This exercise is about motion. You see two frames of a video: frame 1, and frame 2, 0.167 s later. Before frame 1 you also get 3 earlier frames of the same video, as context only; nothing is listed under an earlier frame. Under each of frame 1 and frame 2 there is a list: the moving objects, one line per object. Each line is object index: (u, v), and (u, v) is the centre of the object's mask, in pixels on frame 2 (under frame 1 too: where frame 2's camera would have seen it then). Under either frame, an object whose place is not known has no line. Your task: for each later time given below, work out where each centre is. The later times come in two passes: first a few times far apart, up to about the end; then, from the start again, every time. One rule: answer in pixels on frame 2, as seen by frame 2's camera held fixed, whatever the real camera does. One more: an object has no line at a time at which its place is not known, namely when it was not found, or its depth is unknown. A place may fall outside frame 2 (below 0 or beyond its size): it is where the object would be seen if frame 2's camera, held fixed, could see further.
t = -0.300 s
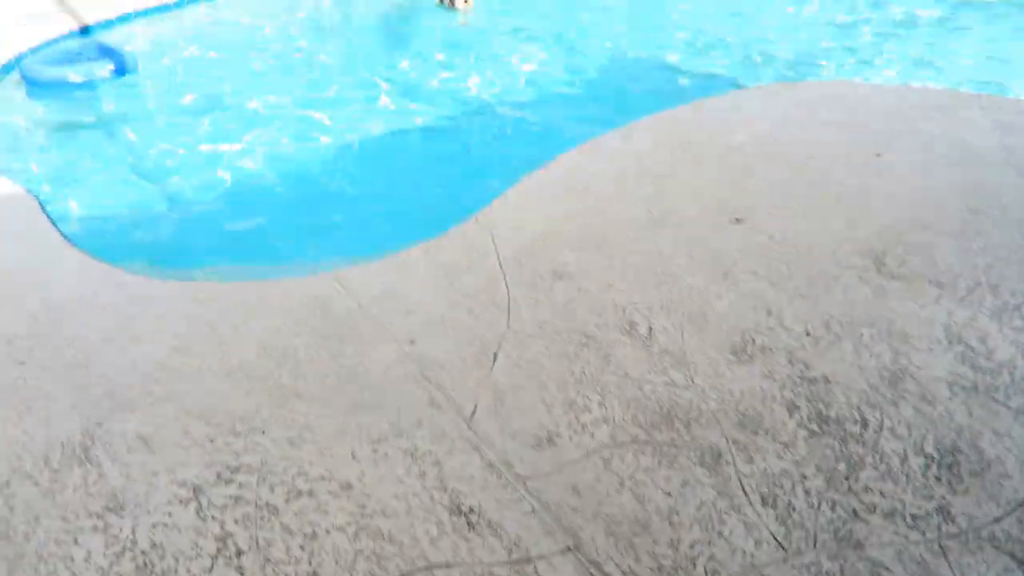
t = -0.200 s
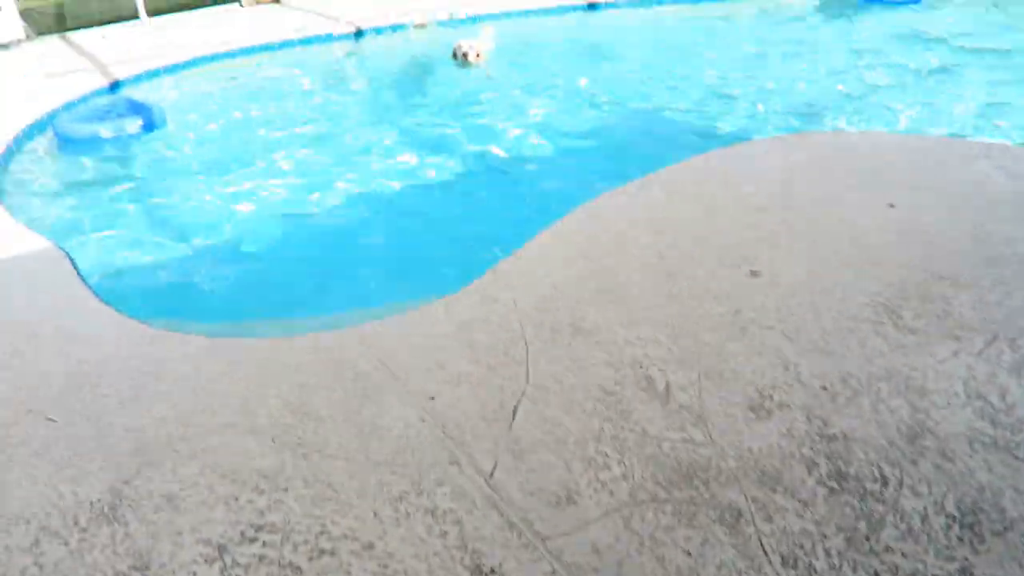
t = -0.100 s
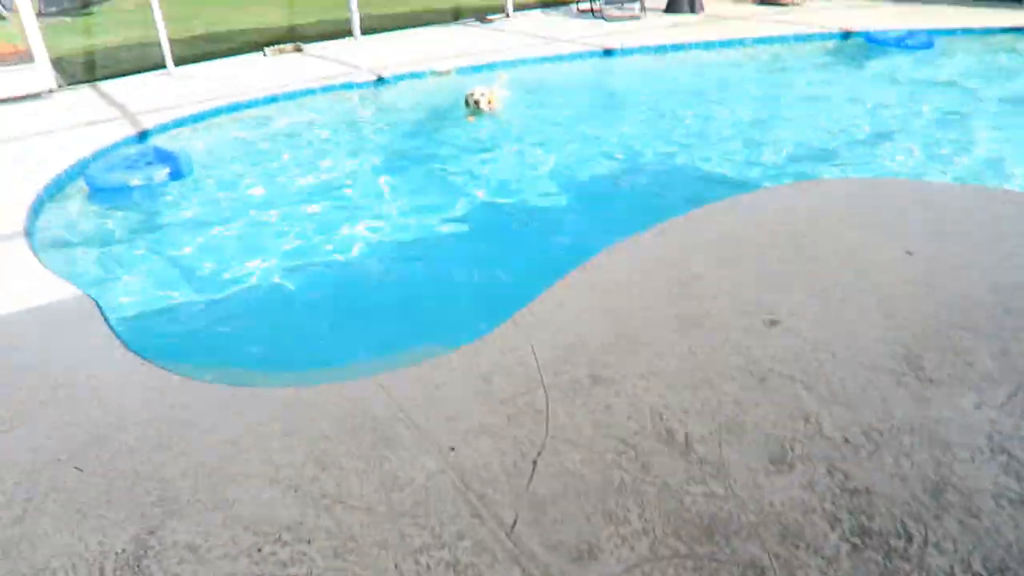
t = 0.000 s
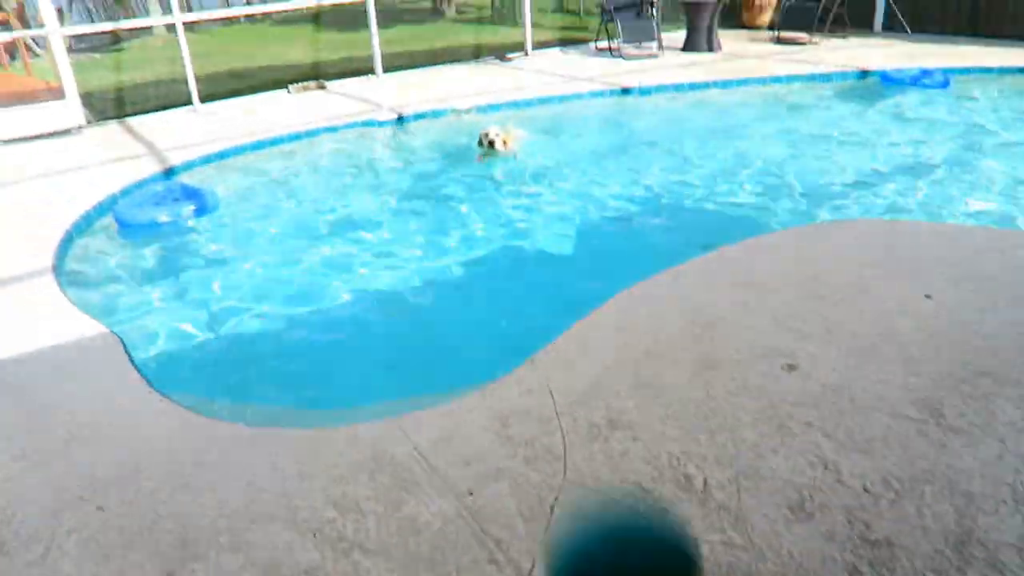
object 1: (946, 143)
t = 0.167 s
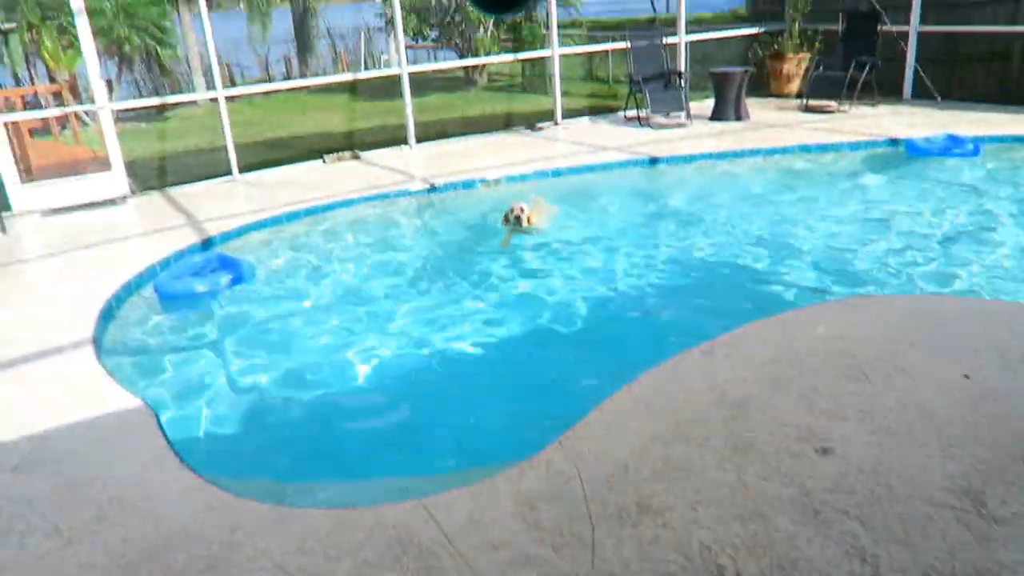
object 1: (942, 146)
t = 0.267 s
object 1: (940, 148)
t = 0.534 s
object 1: (936, 154)
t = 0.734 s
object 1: (919, 151)
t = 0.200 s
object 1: (941, 147)
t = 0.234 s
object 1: (941, 148)
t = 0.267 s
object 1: (940, 148)
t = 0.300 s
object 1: (940, 149)
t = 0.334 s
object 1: (940, 150)
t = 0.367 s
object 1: (939, 151)
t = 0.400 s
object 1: (939, 152)
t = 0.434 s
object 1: (938, 153)
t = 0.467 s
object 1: (937, 154)
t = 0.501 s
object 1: (936, 154)
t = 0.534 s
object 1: (936, 154)
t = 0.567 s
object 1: (934, 154)
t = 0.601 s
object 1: (932, 153)
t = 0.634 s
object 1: (929, 152)
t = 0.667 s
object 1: (925, 150)
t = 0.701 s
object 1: (922, 151)
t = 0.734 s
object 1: (919, 151)
